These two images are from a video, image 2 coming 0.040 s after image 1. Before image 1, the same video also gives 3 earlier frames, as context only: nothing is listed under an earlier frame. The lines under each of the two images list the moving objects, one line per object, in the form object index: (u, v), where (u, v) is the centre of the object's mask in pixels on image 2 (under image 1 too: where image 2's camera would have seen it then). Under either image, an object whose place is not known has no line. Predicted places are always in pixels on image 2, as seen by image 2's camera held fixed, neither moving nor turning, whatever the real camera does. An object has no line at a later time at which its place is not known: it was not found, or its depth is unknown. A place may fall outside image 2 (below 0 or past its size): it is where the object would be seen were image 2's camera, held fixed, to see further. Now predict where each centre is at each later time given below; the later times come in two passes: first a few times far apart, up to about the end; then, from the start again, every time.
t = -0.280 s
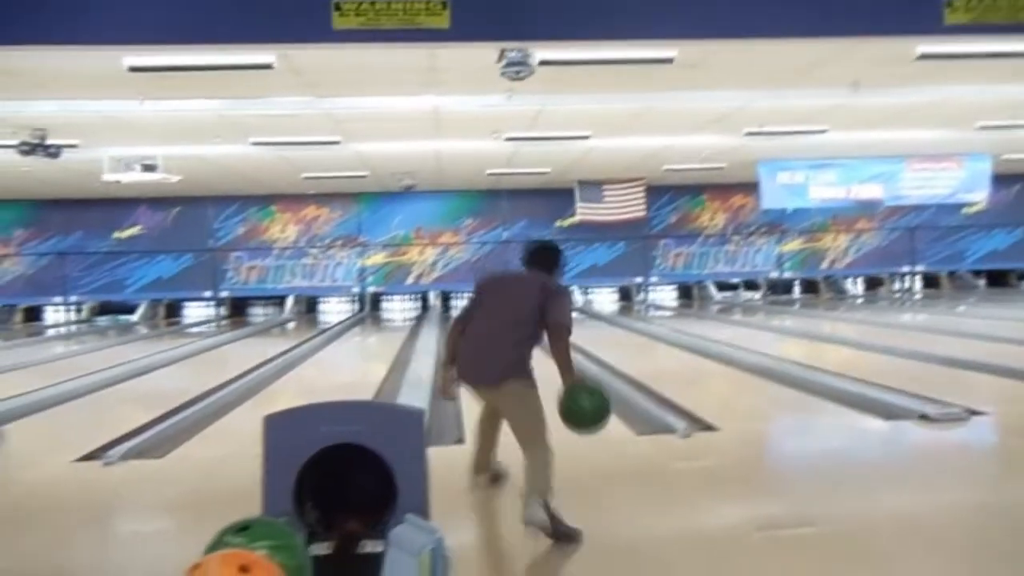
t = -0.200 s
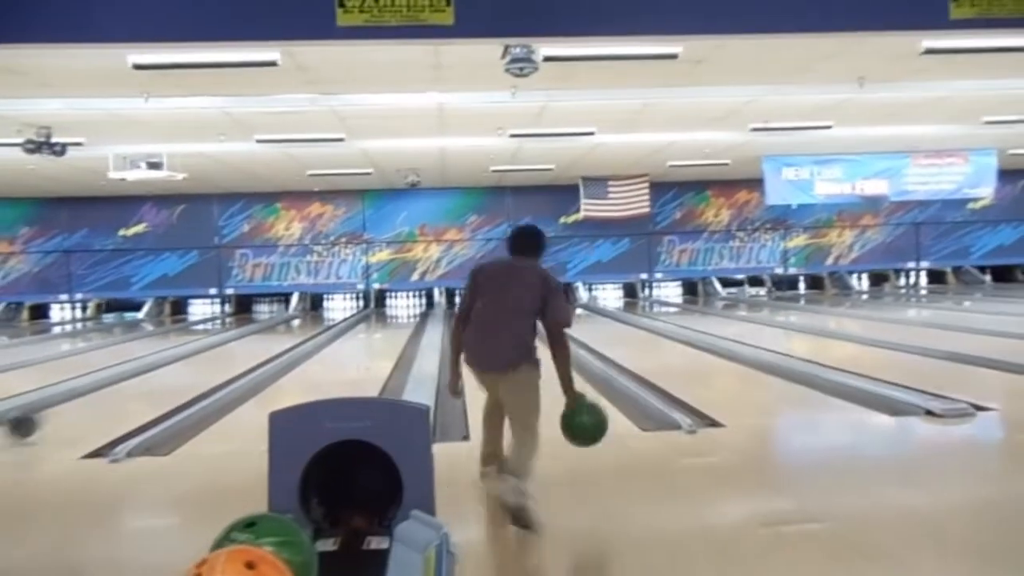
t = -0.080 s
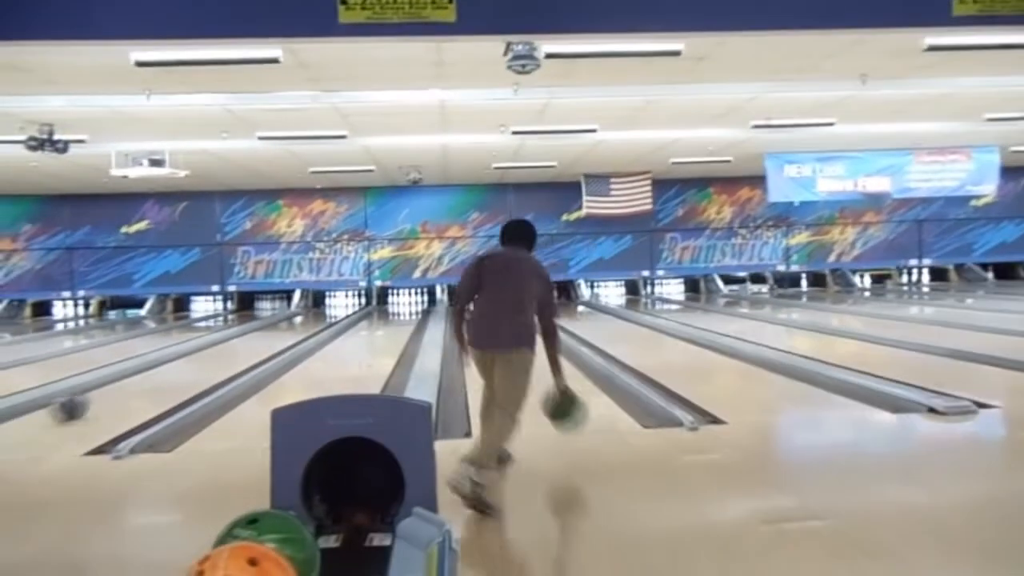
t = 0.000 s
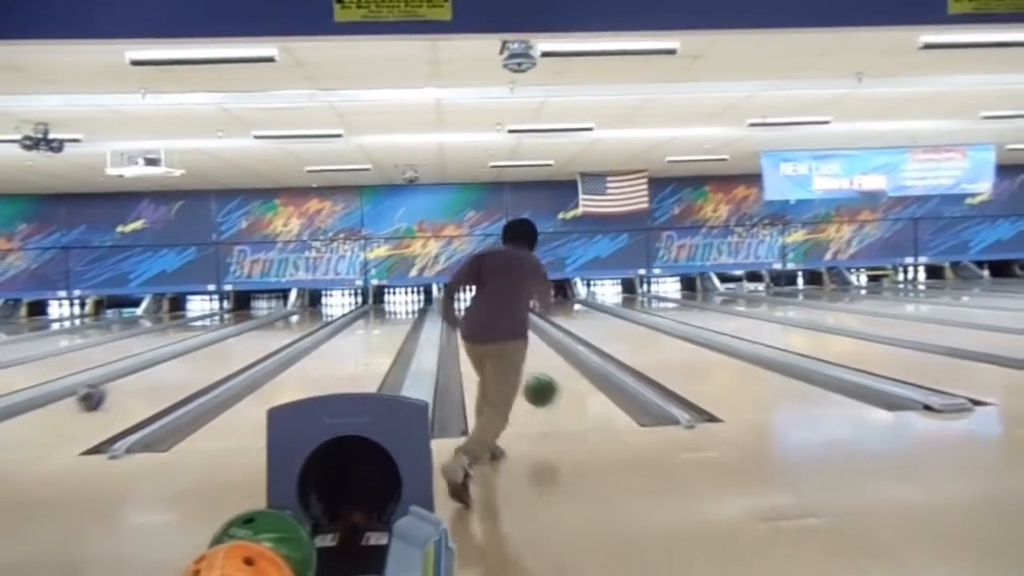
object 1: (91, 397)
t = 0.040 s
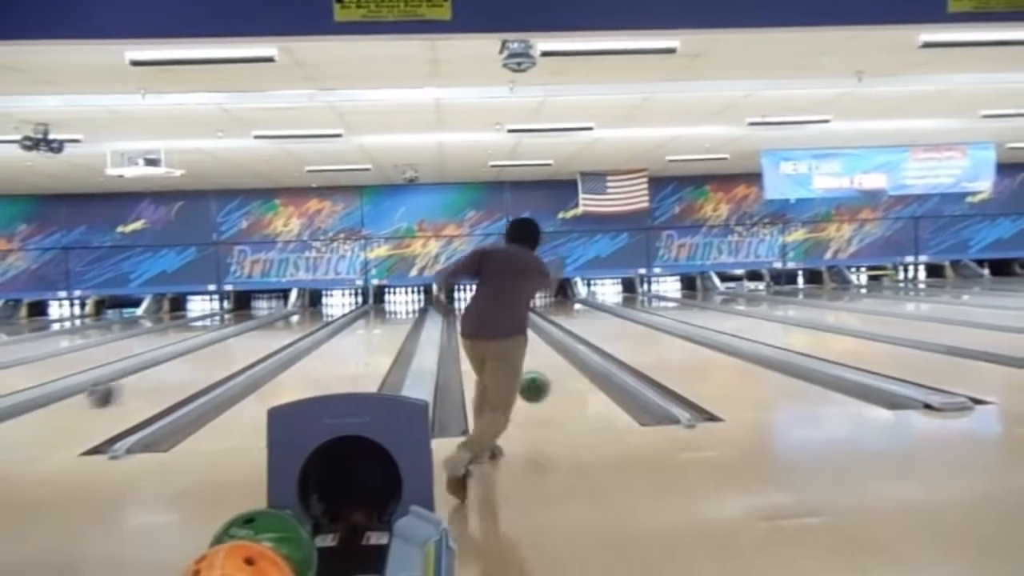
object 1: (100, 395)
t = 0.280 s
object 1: (156, 372)
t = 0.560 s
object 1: (203, 354)
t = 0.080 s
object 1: (114, 391)
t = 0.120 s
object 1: (125, 386)
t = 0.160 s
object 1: (133, 382)
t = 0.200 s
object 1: (142, 378)
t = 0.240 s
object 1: (148, 377)
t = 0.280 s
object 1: (156, 372)
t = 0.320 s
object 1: (165, 369)
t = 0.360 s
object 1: (173, 366)
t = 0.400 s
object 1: (179, 364)
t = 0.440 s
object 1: (186, 361)
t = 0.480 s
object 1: (191, 359)
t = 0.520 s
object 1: (198, 356)
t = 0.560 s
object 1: (203, 354)
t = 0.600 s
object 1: (208, 352)
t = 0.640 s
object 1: (214, 350)
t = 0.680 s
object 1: (218, 349)
